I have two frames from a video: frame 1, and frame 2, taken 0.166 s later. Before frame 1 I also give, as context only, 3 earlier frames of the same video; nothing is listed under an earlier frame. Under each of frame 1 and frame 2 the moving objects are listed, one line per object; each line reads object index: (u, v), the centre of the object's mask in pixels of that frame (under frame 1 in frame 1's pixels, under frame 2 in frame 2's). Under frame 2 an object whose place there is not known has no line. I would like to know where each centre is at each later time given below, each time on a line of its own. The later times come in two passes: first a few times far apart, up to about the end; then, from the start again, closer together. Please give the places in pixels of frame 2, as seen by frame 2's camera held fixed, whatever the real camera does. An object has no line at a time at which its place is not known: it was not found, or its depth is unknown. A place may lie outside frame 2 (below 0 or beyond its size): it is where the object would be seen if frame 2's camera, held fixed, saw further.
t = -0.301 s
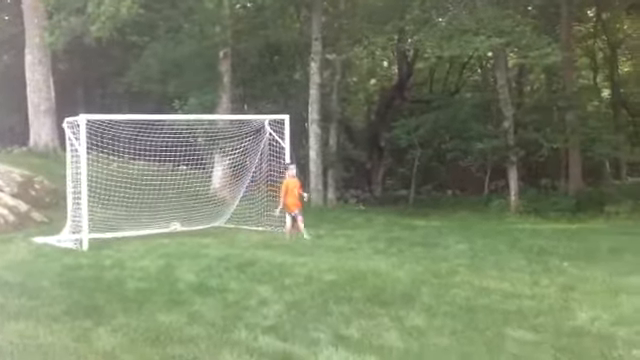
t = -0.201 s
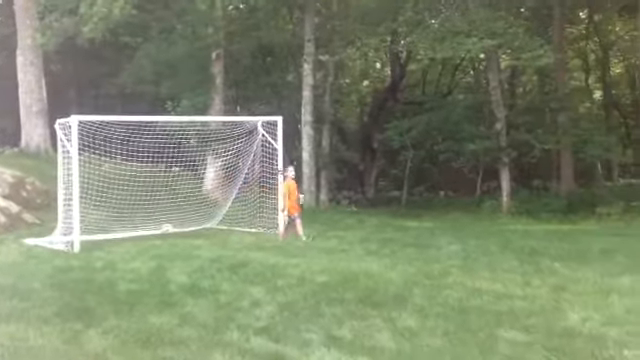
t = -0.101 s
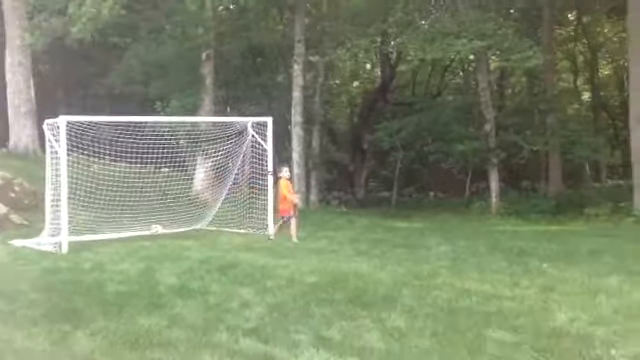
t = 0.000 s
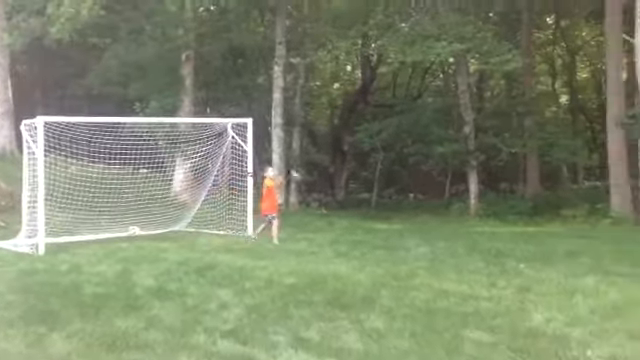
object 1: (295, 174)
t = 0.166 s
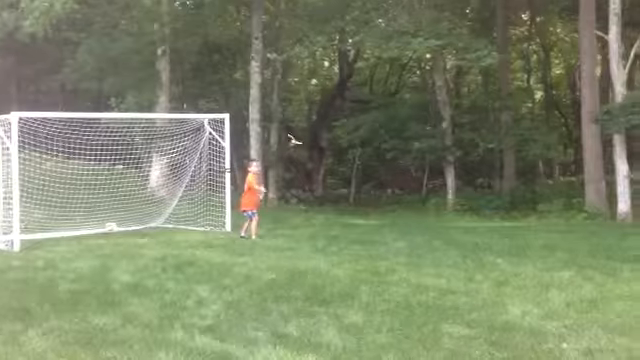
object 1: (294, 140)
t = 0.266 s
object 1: (304, 135)
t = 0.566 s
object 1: (350, 159)
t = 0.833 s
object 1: (388, 235)
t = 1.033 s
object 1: (404, 258)
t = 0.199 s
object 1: (298, 138)
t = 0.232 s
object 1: (301, 136)
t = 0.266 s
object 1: (304, 135)
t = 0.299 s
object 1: (309, 135)
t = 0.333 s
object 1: (314, 135)
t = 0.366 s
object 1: (318, 136)
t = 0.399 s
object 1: (321, 139)
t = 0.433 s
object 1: (326, 141)
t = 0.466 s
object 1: (331, 144)
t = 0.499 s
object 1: (337, 149)
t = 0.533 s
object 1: (344, 154)
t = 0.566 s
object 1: (350, 159)
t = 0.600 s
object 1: (354, 164)
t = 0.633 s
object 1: (360, 172)
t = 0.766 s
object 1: (379, 209)
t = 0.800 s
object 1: (384, 221)
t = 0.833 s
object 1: (388, 235)
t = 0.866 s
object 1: (393, 248)
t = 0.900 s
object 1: (397, 261)
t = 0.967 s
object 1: (401, 262)
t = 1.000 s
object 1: (403, 260)
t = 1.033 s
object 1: (404, 258)
